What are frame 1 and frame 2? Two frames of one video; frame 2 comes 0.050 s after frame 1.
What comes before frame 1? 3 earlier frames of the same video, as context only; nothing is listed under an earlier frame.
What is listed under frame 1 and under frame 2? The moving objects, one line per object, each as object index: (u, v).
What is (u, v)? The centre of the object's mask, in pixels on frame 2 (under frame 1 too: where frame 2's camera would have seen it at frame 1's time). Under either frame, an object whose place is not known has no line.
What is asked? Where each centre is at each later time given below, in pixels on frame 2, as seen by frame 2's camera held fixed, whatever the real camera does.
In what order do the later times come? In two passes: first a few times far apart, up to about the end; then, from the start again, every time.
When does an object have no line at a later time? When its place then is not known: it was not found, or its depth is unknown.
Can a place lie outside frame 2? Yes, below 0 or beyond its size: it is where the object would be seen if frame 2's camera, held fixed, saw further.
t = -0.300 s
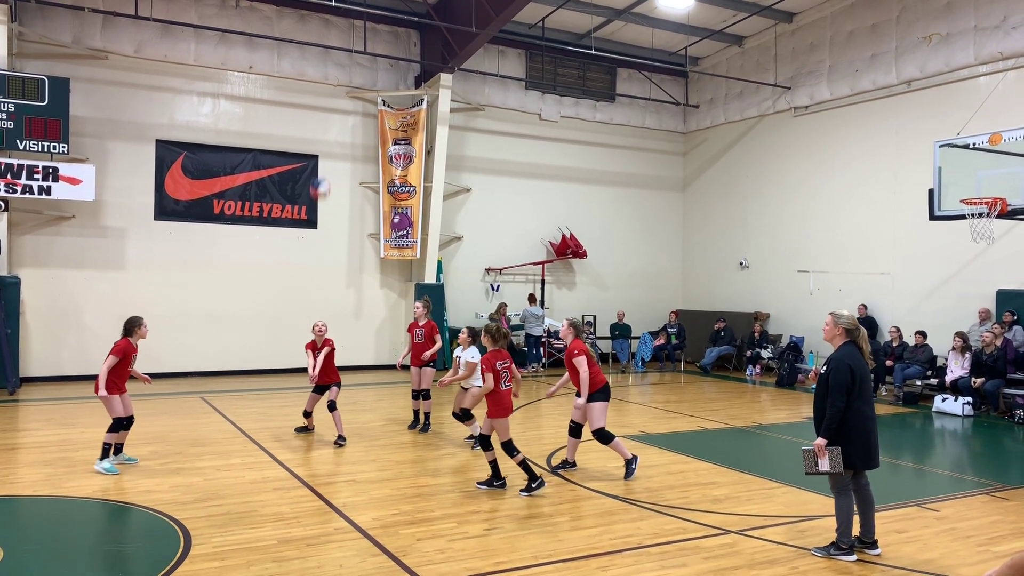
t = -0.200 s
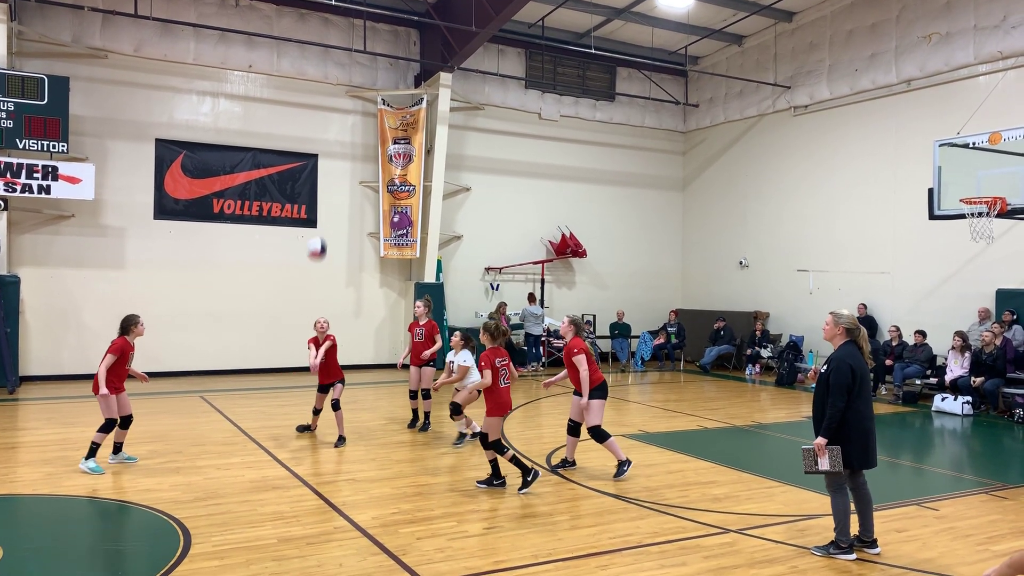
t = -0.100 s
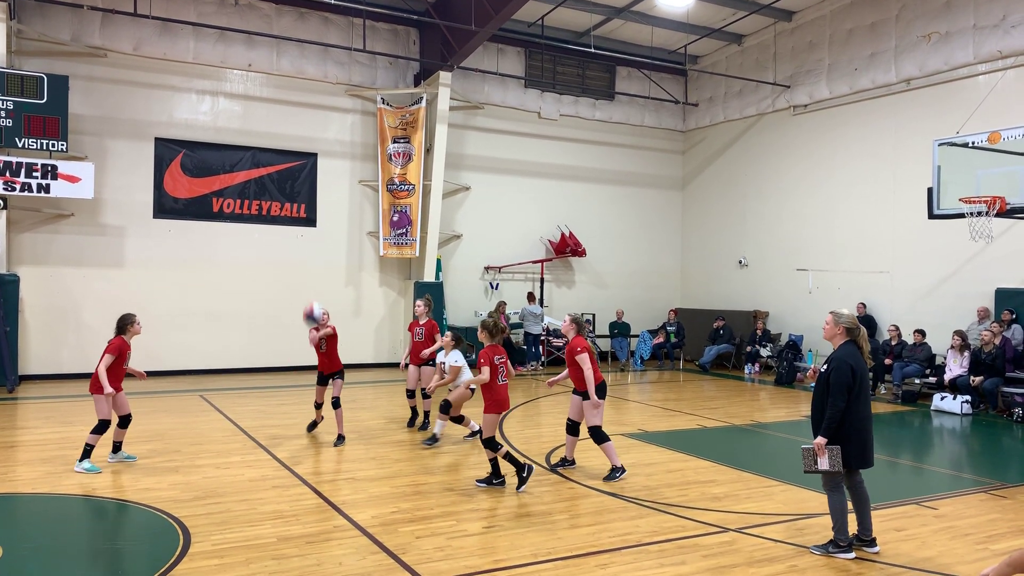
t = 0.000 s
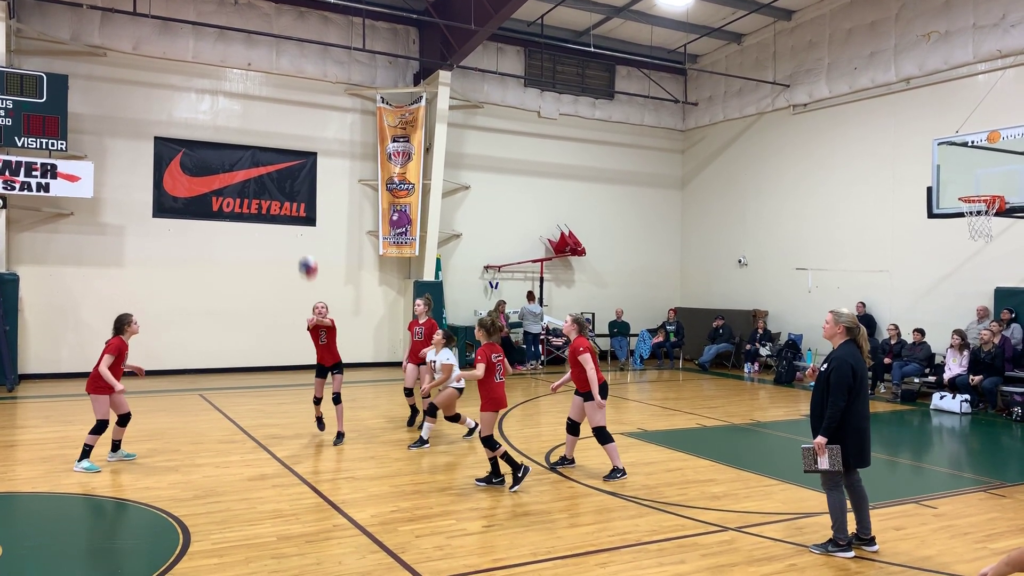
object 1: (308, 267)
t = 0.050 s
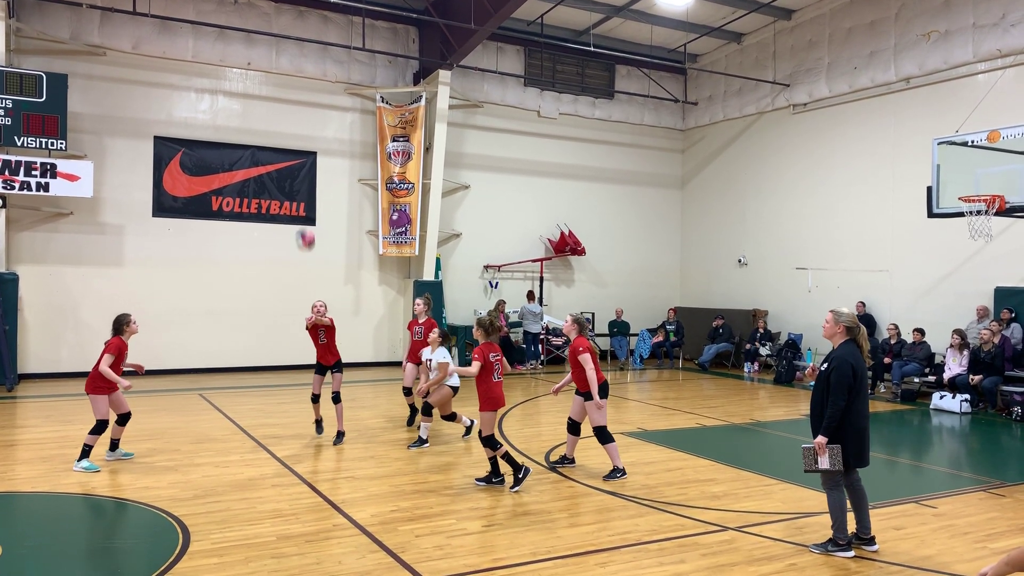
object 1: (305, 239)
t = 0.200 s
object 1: (297, 170)
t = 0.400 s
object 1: (288, 108)
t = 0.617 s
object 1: (276, 83)
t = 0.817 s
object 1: (267, 96)
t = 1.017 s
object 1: (256, 144)
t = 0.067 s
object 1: (305, 231)
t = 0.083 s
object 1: (303, 222)
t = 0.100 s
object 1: (302, 213)
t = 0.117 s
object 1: (301, 205)
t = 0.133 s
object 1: (300, 197)
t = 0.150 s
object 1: (300, 190)
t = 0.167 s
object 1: (299, 183)
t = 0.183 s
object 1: (298, 177)
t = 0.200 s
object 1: (297, 170)
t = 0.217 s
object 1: (297, 163)
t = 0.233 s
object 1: (296, 157)
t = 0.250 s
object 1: (295, 150)
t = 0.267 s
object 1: (294, 145)
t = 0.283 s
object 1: (293, 139)
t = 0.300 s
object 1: (292, 134)
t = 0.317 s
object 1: (291, 129)
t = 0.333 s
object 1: (291, 124)
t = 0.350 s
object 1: (290, 120)
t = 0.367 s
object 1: (289, 116)
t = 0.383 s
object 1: (289, 112)
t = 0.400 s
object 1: (288, 108)
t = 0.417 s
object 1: (287, 104)
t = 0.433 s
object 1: (286, 101)
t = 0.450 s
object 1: (285, 98)
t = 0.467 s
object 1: (284, 96)
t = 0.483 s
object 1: (283, 93)
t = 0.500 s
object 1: (282, 91)
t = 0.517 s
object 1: (282, 89)
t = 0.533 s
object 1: (281, 87)
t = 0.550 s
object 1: (280, 86)
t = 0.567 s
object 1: (279, 85)
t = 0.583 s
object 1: (278, 84)
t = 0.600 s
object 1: (277, 83)
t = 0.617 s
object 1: (276, 83)
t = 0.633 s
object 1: (276, 83)
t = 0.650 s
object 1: (275, 83)
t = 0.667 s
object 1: (274, 83)
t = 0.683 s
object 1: (273, 84)
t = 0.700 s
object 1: (272, 85)
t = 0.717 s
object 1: (271, 85)
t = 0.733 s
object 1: (270, 87)
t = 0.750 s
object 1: (270, 88)
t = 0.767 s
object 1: (269, 90)
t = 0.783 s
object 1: (268, 91)
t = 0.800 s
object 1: (267, 94)
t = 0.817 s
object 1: (267, 96)
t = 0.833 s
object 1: (266, 99)
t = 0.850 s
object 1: (265, 102)
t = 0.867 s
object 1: (264, 105)
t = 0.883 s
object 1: (263, 108)
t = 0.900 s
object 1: (262, 112)
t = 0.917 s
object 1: (262, 115)
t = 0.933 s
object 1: (261, 119)
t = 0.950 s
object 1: (260, 123)
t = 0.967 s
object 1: (259, 128)
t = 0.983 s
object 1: (258, 132)
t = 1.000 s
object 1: (257, 139)
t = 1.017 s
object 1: (256, 144)
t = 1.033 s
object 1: (255, 150)
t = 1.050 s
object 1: (254, 155)
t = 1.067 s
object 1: (253, 161)
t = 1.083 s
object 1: (252, 167)
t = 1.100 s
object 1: (251, 173)
